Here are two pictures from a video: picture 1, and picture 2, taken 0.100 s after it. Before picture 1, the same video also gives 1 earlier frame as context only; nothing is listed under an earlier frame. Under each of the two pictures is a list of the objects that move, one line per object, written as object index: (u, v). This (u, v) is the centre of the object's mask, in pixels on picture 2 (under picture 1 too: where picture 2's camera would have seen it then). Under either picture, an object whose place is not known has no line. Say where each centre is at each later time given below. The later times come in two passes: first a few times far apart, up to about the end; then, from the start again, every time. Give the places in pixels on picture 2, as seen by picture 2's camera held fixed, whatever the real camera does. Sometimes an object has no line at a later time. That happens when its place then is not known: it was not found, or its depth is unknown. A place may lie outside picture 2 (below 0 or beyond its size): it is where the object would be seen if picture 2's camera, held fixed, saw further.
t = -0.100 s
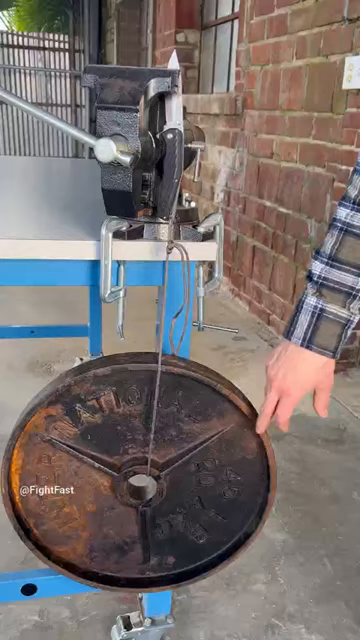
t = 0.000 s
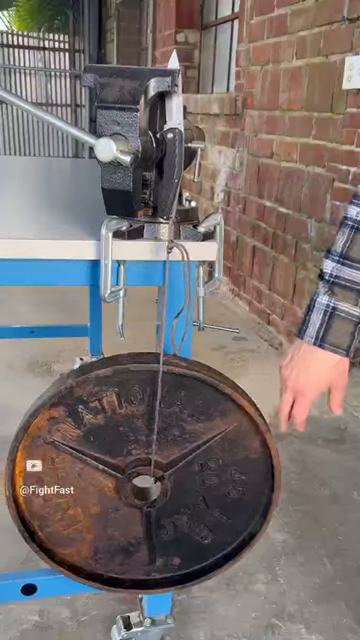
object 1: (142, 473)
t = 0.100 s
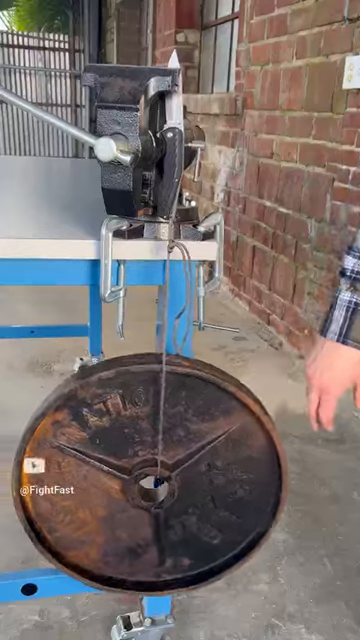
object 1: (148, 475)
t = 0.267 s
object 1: (165, 476)
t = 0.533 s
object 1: (177, 475)
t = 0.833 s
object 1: (165, 472)
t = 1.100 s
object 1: (145, 470)
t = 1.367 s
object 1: (141, 473)
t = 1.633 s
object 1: (157, 477)
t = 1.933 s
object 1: (175, 476)
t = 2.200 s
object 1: (171, 472)
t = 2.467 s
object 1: (155, 469)
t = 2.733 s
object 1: (145, 471)
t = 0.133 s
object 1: (151, 475)
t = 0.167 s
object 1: (156, 476)
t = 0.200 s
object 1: (159, 476)
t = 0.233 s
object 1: (162, 476)
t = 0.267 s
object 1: (165, 476)
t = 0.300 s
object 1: (167, 477)
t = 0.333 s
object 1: (169, 476)
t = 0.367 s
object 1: (171, 476)
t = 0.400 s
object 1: (173, 476)
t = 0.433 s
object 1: (174, 476)
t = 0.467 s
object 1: (175, 476)
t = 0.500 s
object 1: (177, 476)
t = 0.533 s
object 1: (177, 475)
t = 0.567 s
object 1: (177, 475)
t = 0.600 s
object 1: (176, 475)
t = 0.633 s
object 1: (176, 474)
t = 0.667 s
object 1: (175, 474)
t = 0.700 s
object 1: (173, 473)
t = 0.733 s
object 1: (171, 473)
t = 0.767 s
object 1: (169, 472)
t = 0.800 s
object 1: (167, 472)
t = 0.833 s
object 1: (165, 472)
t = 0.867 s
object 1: (163, 471)
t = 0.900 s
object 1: (161, 471)
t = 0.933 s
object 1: (158, 471)
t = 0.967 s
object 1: (156, 471)
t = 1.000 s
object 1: (154, 470)
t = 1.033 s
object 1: (151, 470)
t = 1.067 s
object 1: (147, 470)
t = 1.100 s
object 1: (145, 470)
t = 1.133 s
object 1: (144, 470)
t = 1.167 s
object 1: (142, 471)
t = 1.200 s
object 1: (141, 471)
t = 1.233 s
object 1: (141, 471)
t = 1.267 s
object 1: (140, 471)
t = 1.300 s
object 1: (140, 472)
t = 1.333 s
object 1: (140, 472)
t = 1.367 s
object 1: (141, 473)
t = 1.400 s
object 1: (142, 473)
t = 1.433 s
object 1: (143, 474)
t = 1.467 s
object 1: (145, 475)
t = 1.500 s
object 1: (148, 475)
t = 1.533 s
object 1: (150, 476)
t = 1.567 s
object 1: (152, 476)
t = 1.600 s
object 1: (155, 477)
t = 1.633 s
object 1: (157, 477)
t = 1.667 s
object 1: (160, 477)
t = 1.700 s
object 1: (162, 477)
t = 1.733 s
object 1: (164, 478)
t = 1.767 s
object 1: (166, 478)
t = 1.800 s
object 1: (169, 477)
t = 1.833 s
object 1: (171, 477)
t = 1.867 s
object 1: (173, 477)
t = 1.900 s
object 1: (174, 476)
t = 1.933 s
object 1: (175, 476)
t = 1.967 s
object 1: (176, 475)
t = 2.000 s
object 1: (176, 475)
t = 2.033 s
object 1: (176, 475)
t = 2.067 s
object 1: (176, 474)
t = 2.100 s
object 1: (175, 474)
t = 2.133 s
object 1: (174, 473)
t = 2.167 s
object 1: (173, 473)
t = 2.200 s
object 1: (171, 472)
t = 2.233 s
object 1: (170, 472)
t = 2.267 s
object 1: (168, 471)
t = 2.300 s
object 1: (165, 471)
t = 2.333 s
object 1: (163, 470)
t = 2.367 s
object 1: (161, 470)
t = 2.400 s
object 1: (159, 470)
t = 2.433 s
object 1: (157, 469)
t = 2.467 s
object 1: (155, 469)
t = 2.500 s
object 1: (153, 469)
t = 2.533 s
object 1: (151, 469)
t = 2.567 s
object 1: (149, 469)
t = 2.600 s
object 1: (148, 470)
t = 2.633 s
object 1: (147, 470)
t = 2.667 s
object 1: (146, 470)
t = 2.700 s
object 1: (145, 471)
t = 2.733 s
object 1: (145, 471)
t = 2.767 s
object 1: (145, 472)
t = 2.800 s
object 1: (145, 472)
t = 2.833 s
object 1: (146, 473)
